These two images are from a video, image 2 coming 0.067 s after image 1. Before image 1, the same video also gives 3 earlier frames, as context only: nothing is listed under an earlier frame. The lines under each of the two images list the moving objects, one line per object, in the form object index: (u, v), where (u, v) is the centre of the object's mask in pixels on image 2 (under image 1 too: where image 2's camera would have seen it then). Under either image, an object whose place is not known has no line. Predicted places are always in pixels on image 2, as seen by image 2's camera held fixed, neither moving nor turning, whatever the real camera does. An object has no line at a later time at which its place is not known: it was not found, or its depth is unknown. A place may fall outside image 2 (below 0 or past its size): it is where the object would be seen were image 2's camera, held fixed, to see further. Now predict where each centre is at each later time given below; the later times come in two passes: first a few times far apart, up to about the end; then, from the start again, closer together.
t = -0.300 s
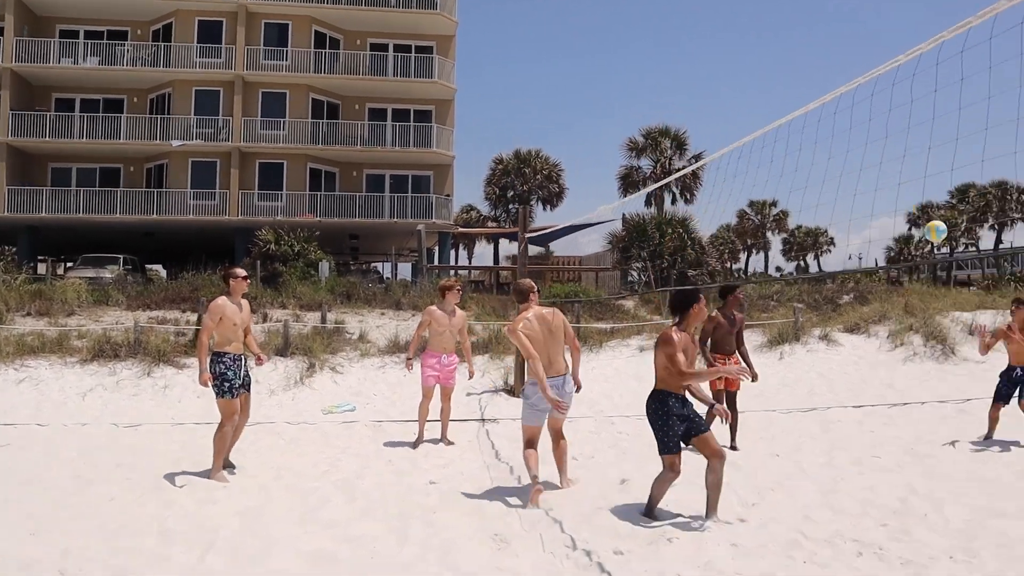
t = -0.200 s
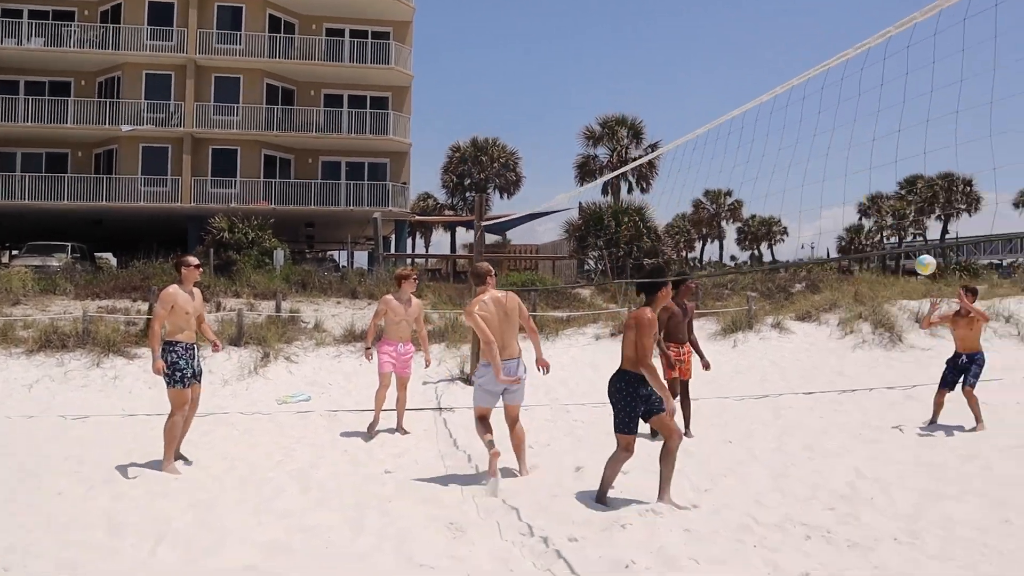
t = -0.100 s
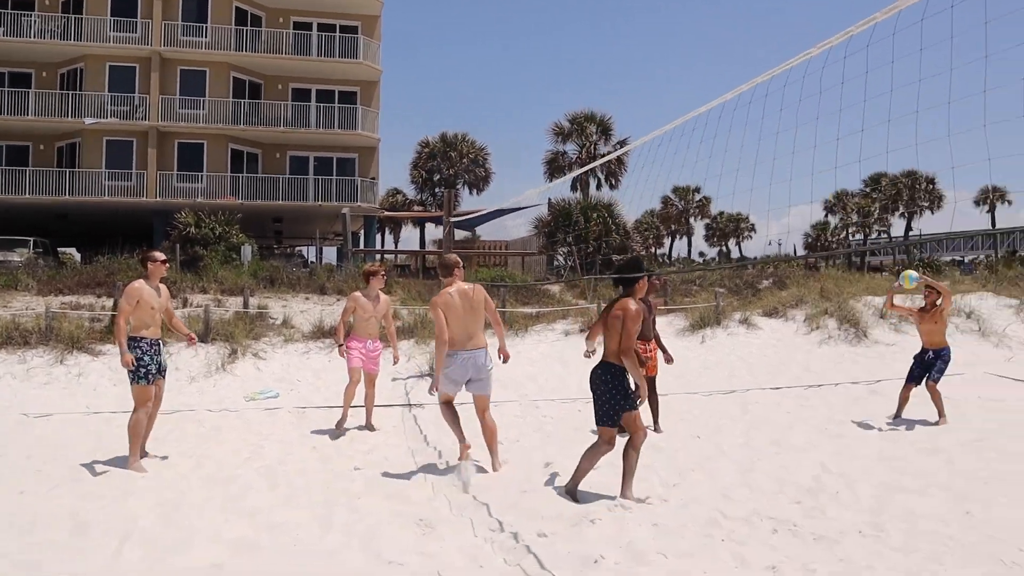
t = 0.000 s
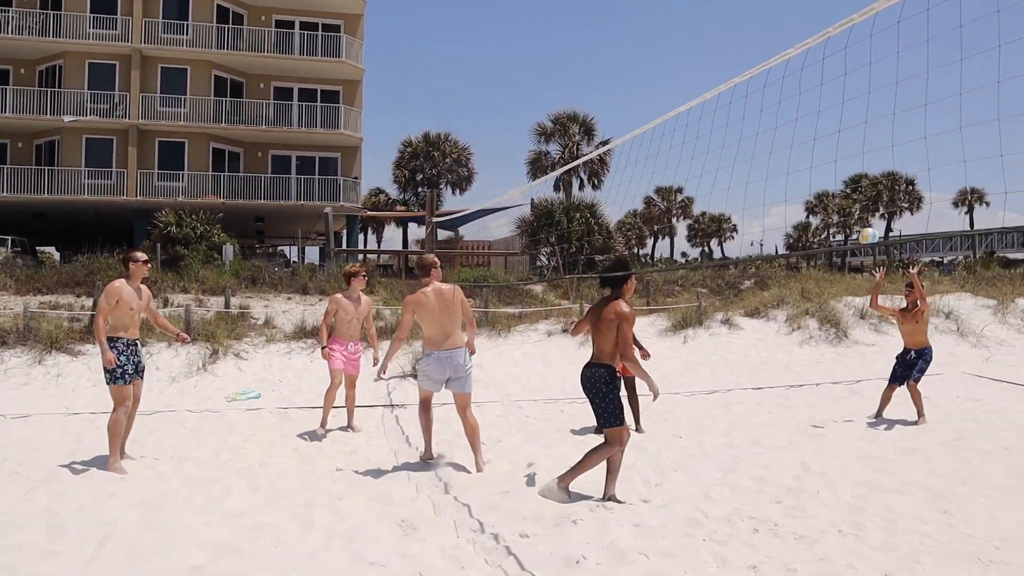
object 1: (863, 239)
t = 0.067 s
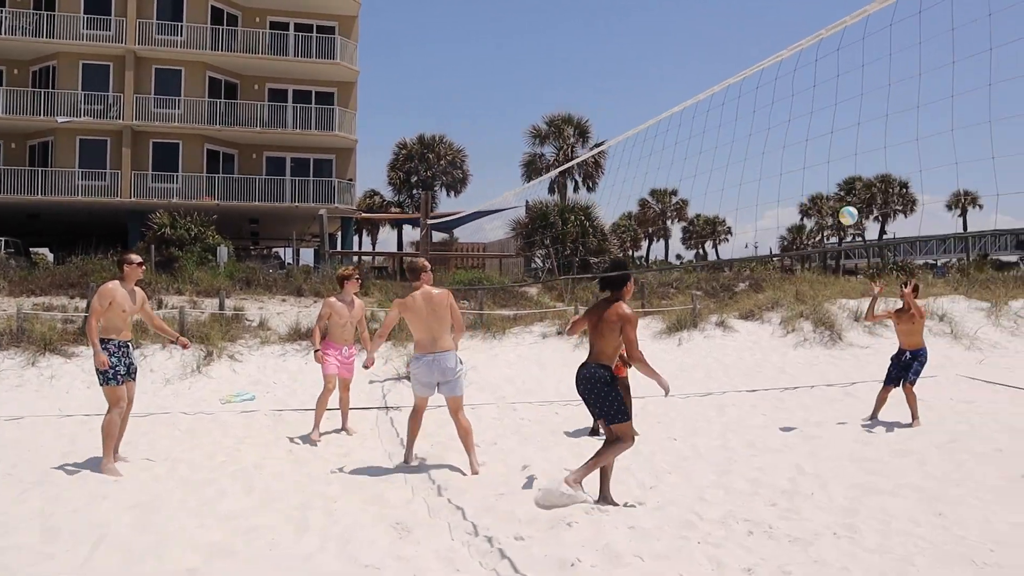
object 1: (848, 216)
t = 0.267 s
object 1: (806, 167)
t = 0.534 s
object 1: (750, 155)
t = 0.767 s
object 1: (702, 195)
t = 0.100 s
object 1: (841, 205)
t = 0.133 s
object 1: (835, 195)
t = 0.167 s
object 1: (827, 187)
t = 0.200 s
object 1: (820, 178)
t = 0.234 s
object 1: (812, 171)
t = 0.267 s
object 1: (806, 167)
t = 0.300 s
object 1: (799, 162)
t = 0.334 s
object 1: (792, 158)
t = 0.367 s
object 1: (785, 155)
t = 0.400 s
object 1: (778, 153)
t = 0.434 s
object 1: (771, 152)
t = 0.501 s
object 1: (757, 153)
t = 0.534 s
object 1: (750, 155)
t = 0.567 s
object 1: (743, 158)
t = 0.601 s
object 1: (736, 162)
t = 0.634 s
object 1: (730, 166)
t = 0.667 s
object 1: (722, 172)
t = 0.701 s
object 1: (715, 178)
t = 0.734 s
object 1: (709, 186)
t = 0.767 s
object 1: (702, 195)
